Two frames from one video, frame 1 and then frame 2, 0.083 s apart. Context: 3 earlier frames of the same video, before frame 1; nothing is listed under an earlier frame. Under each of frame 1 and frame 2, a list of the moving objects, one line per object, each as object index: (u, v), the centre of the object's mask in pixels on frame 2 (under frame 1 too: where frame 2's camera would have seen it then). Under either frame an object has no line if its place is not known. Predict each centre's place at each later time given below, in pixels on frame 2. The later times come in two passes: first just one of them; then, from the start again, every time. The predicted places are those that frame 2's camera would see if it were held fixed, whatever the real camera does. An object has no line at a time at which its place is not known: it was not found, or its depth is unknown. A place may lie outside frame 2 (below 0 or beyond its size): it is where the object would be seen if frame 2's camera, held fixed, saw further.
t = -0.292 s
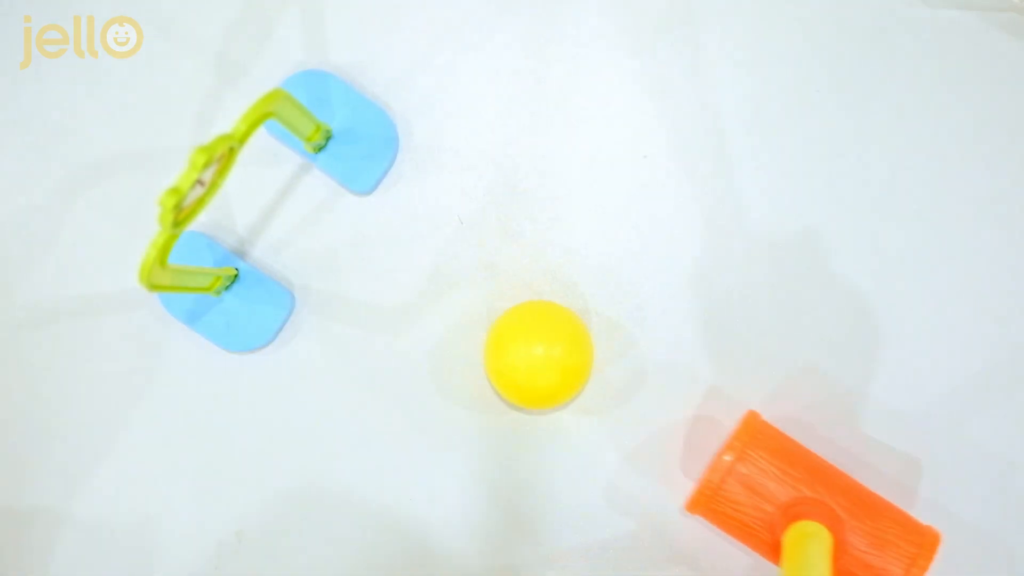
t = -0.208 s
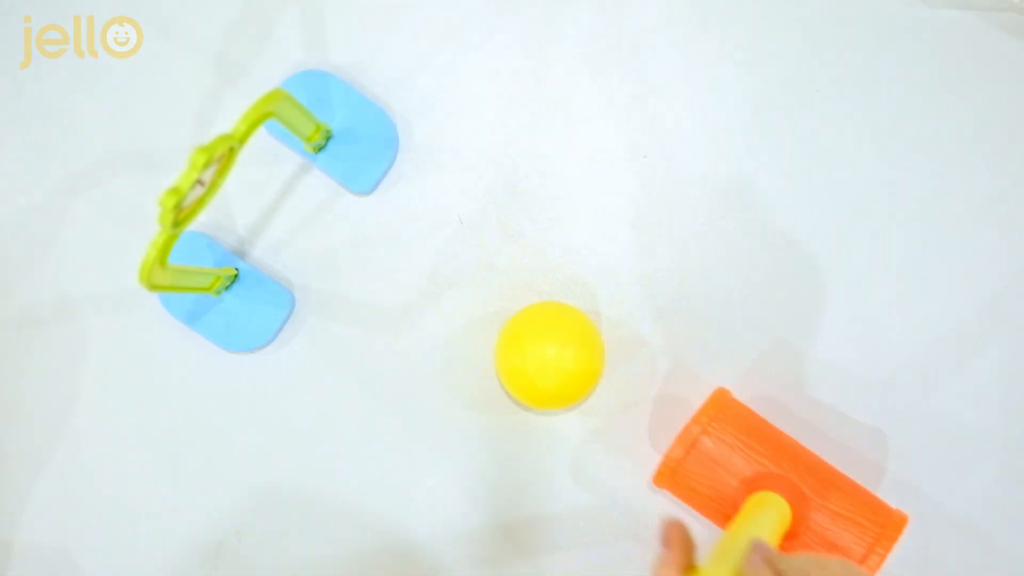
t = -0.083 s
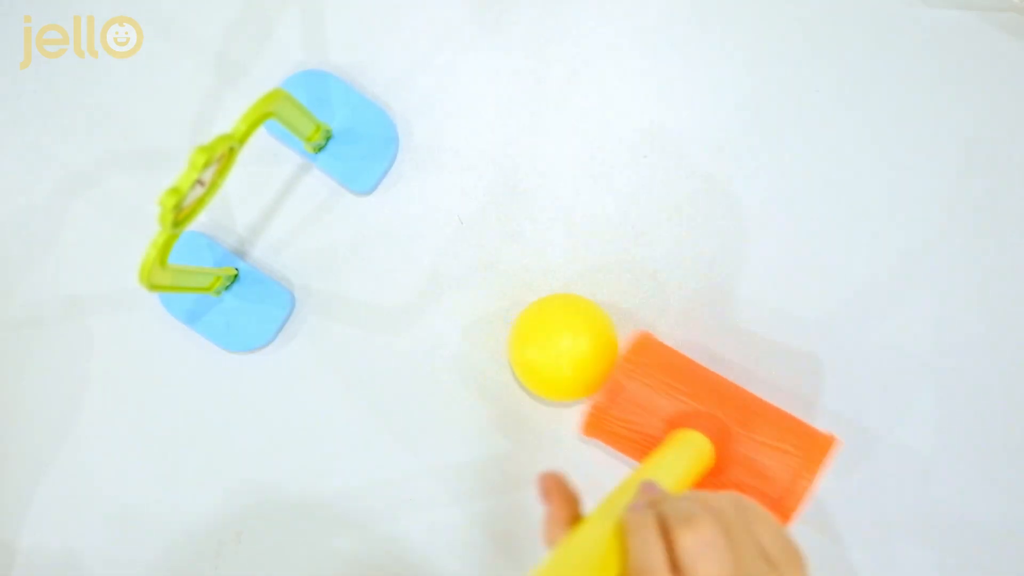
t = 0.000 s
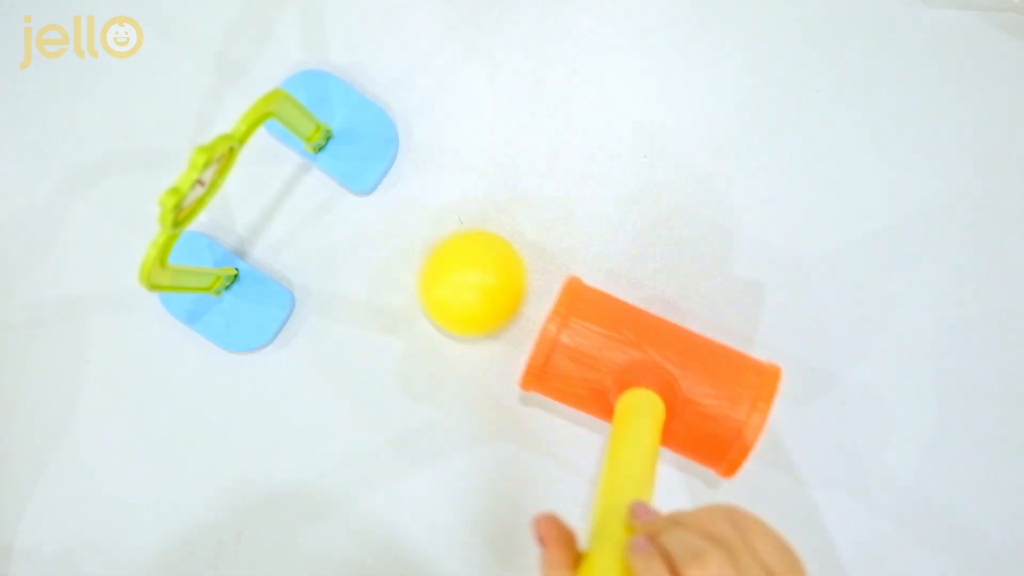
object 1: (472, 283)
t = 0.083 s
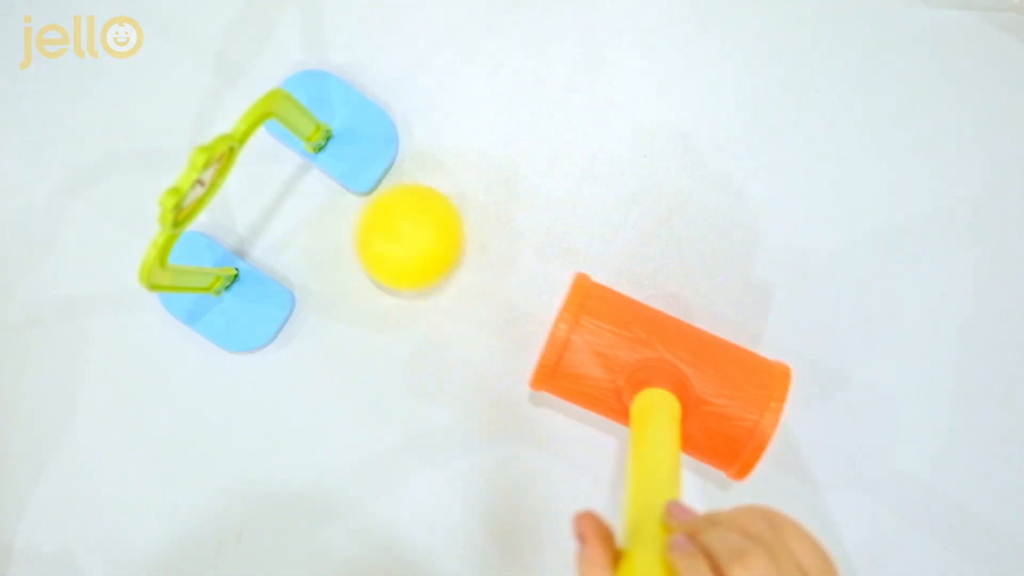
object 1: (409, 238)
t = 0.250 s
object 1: (341, 305)
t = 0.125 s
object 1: (377, 228)
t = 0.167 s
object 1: (367, 247)
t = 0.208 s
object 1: (357, 269)
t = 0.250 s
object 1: (341, 305)
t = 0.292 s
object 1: (329, 329)
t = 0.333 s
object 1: (318, 354)
